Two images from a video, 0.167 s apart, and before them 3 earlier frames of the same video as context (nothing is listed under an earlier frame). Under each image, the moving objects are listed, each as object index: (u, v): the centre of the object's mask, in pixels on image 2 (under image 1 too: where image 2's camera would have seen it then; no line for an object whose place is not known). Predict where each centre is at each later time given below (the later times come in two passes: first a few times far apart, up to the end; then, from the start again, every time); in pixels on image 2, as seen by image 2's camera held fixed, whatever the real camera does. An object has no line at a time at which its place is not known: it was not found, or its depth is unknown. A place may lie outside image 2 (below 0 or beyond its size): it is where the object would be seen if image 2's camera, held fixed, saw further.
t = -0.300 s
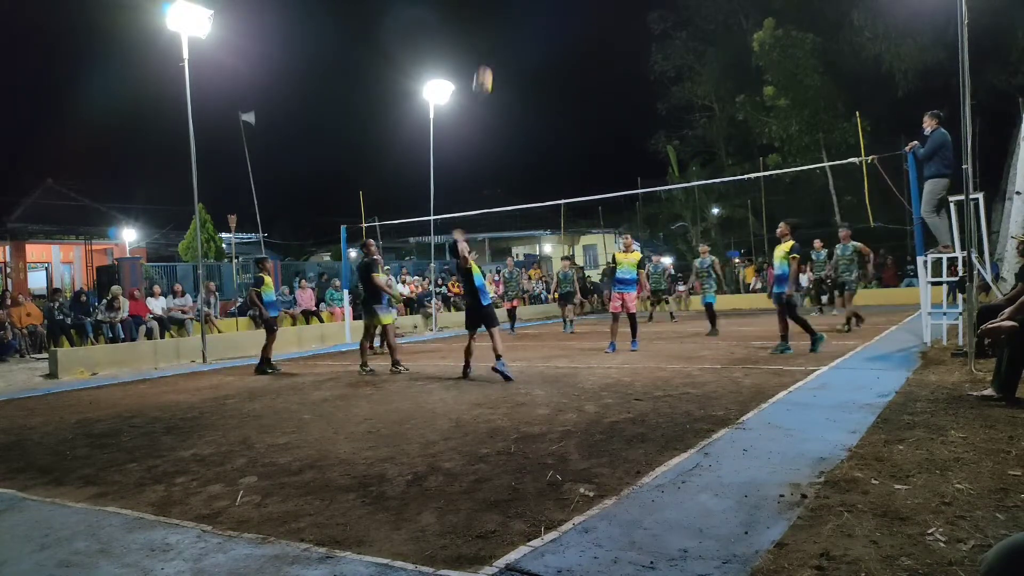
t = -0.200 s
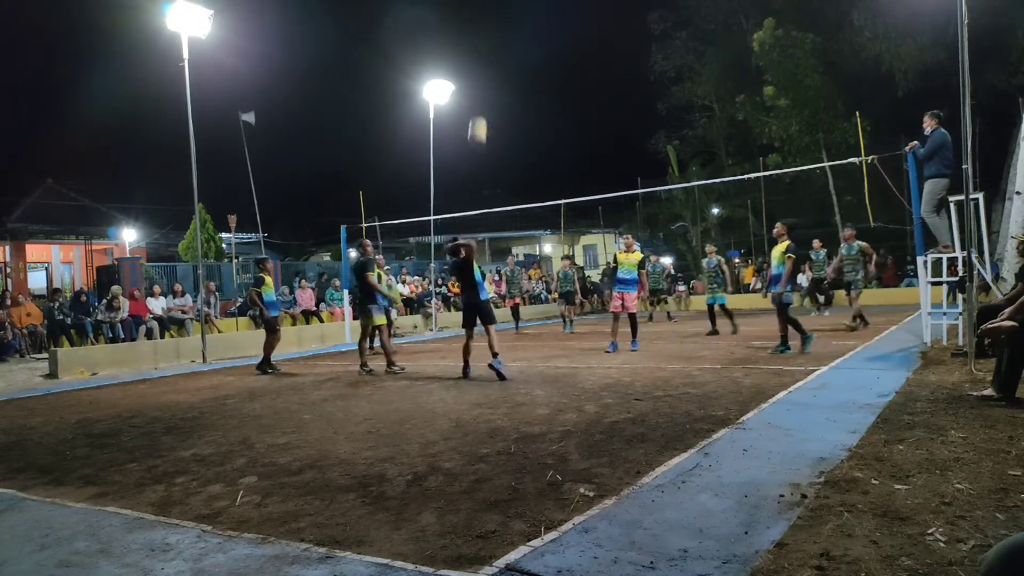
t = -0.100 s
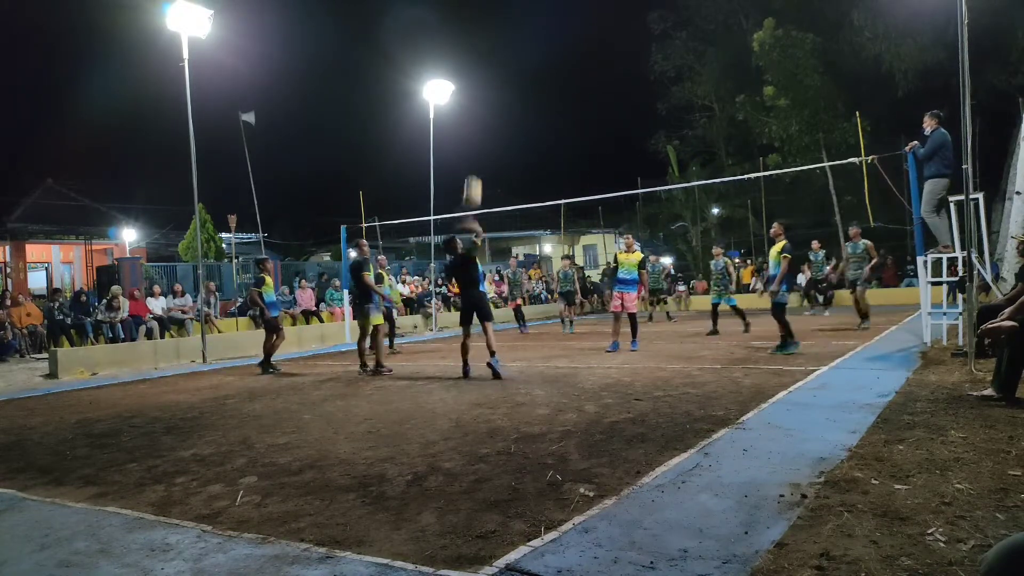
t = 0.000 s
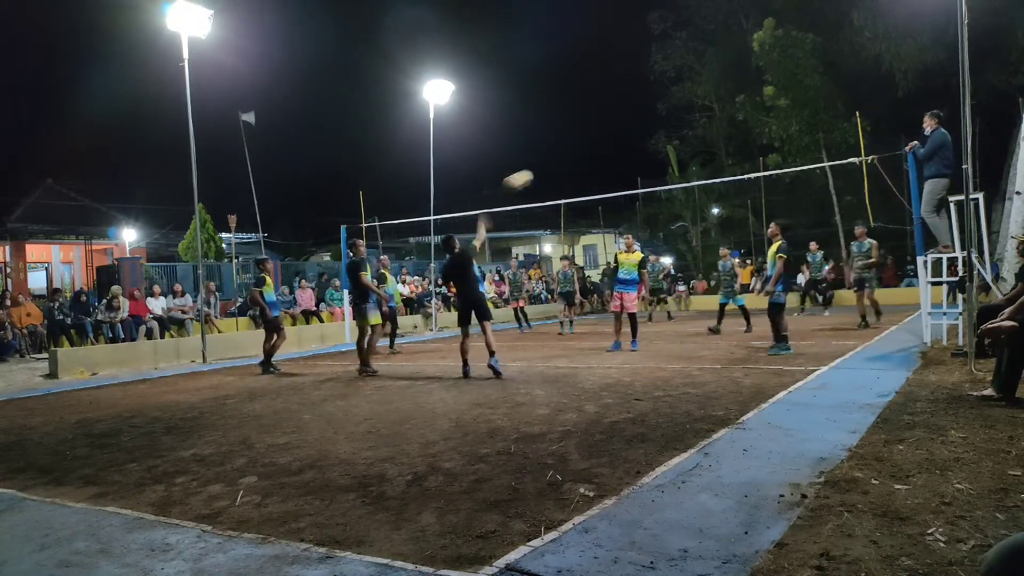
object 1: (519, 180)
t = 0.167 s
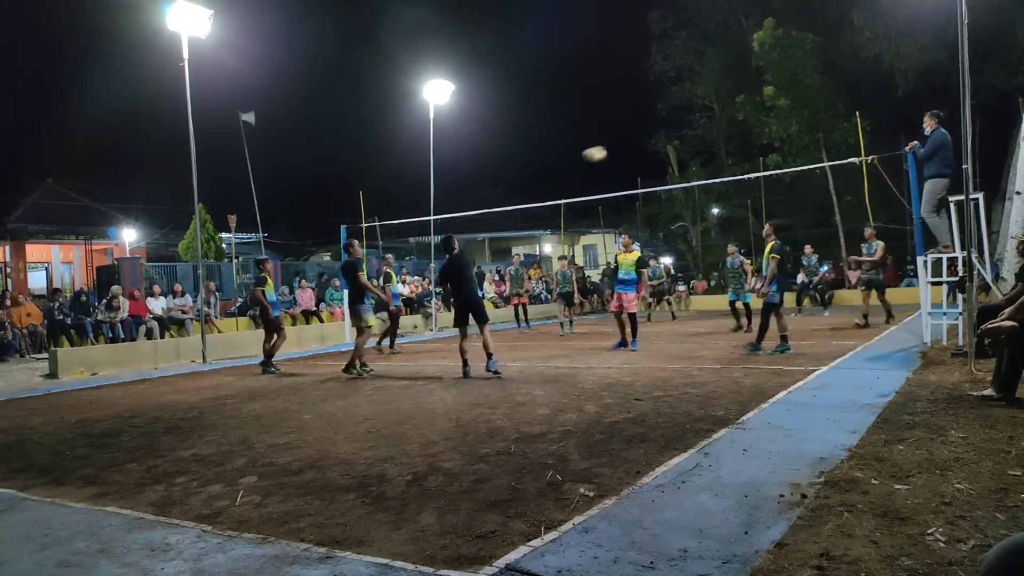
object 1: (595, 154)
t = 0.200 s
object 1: (607, 152)
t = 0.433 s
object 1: (678, 158)
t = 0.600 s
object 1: (714, 179)
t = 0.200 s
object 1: (607, 152)
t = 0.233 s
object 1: (619, 150)
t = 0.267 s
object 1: (630, 150)
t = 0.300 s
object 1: (641, 150)
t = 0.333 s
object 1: (651, 151)
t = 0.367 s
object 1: (660, 153)
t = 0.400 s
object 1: (670, 155)
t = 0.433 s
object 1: (678, 158)
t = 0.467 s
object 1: (686, 162)
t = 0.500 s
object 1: (694, 165)
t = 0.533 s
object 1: (701, 169)
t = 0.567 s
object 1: (708, 174)
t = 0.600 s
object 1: (714, 179)
